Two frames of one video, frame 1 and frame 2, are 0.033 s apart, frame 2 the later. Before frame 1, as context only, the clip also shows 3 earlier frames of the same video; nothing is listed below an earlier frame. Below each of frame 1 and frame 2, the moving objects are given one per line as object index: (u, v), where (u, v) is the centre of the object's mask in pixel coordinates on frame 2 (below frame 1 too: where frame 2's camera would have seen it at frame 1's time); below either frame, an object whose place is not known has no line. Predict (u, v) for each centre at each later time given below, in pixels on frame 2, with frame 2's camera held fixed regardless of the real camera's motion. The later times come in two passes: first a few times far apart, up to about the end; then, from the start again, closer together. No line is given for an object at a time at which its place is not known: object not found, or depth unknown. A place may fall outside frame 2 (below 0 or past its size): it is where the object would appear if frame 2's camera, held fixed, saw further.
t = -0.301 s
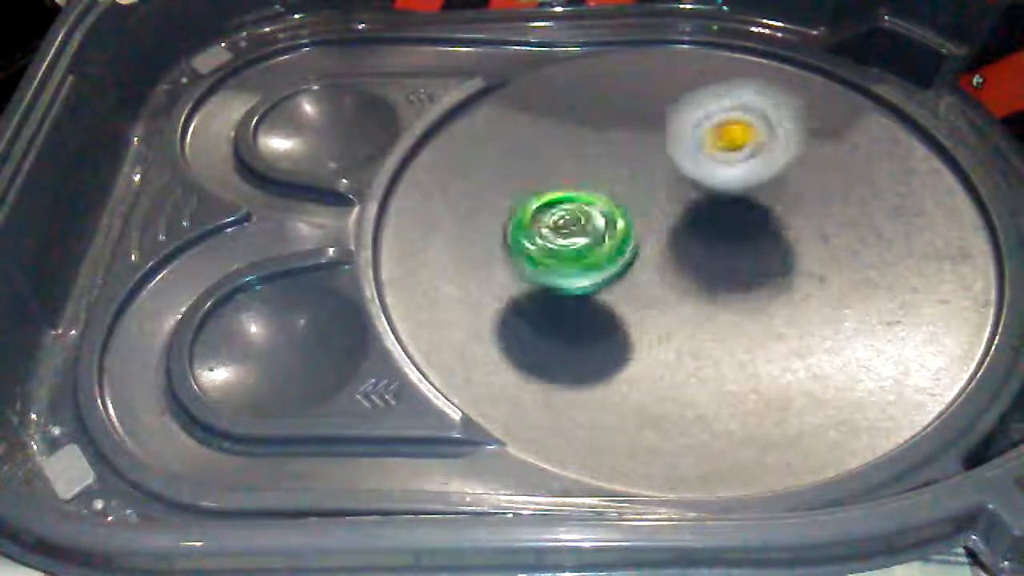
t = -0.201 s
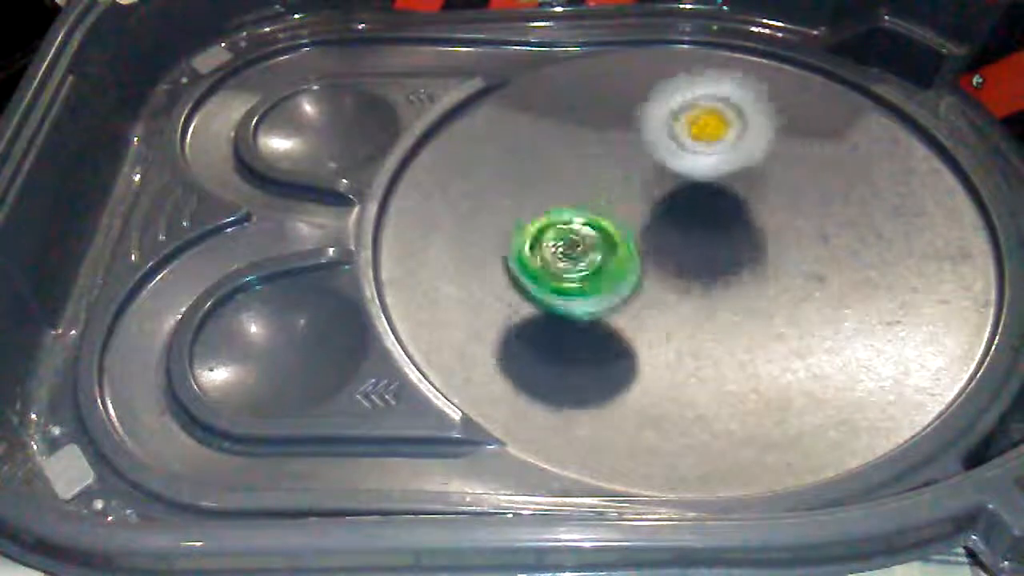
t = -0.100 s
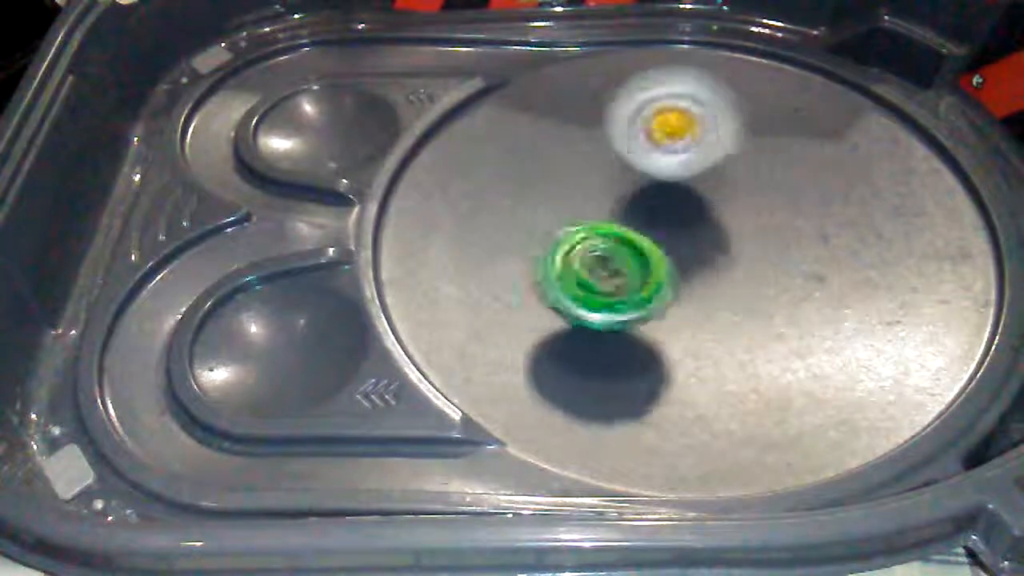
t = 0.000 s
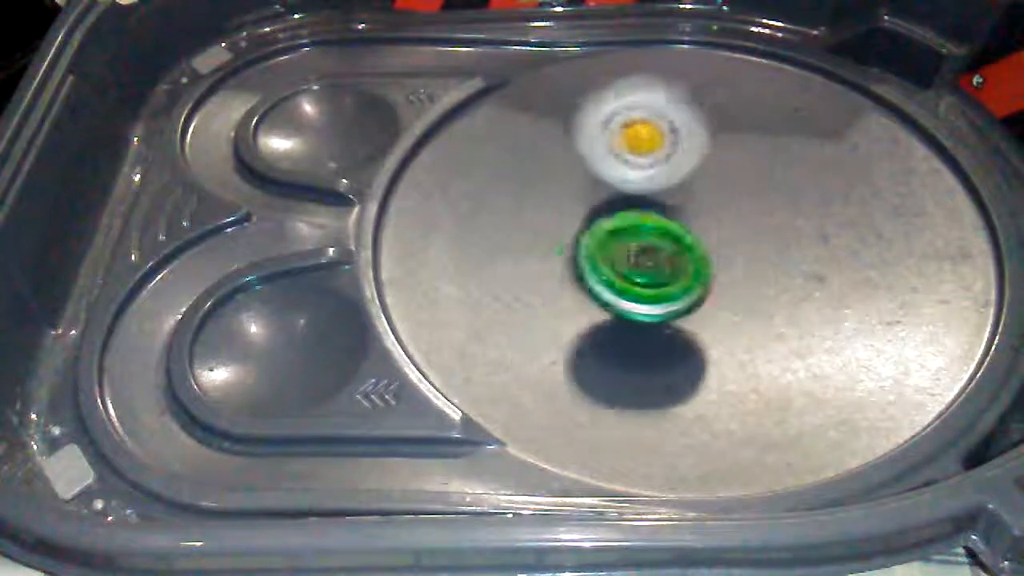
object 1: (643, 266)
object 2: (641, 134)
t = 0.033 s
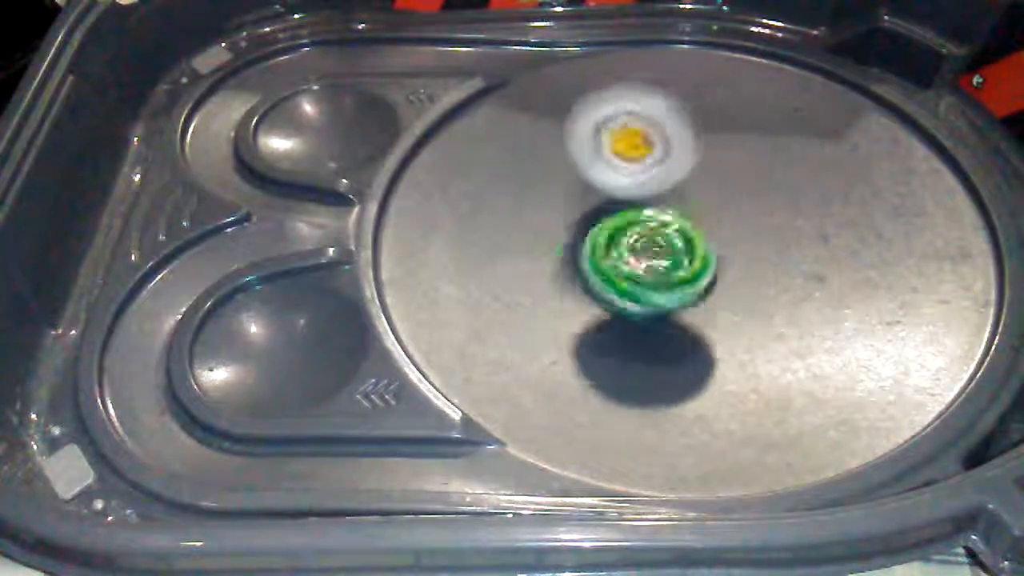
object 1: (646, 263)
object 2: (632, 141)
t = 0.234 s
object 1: (709, 236)
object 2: (585, 173)
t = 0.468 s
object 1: (724, 202)
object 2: (587, 241)
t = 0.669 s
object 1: (698, 201)
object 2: (606, 261)
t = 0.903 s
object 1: (680, 183)
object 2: (689, 317)
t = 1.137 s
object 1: (672, 212)
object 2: (696, 335)
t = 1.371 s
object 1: (664, 228)
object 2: (695, 325)
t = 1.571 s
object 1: (643, 243)
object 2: (695, 326)
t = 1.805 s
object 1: (642, 244)
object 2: (695, 326)
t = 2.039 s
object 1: (642, 244)
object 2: (695, 326)
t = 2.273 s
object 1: (643, 243)
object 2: (695, 326)
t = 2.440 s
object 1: (643, 243)
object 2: (695, 326)
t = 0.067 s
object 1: (661, 254)
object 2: (621, 147)
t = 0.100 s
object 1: (671, 252)
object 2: (605, 152)
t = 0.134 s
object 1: (676, 251)
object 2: (586, 158)
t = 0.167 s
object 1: (692, 247)
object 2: (582, 167)
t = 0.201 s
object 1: (700, 243)
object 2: (585, 172)
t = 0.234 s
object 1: (709, 236)
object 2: (585, 173)
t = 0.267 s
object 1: (710, 231)
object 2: (580, 177)
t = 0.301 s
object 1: (714, 223)
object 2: (576, 180)
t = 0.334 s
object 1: (714, 218)
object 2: (576, 187)
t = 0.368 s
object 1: (721, 212)
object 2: (575, 202)
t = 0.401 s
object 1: (725, 209)
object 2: (573, 217)
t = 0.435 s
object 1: (727, 207)
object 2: (579, 232)
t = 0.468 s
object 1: (724, 202)
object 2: (587, 241)
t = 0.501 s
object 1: (725, 199)
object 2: (587, 242)
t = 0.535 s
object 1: (721, 197)
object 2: (585, 249)
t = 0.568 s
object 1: (718, 195)
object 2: (587, 253)
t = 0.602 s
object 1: (710, 199)
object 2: (589, 256)
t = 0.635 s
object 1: (702, 200)
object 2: (596, 258)
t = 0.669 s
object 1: (698, 201)
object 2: (606, 261)
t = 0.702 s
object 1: (692, 202)
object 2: (622, 267)
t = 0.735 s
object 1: (687, 200)
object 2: (640, 279)
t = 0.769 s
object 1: (682, 198)
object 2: (658, 289)
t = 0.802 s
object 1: (683, 196)
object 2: (668, 300)
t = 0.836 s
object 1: (685, 193)
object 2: (677, 306)
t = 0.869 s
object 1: (682, 188)
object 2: (684, 311)
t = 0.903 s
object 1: (680, 183)
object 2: (689, 317)
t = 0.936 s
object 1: (683, 178)
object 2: (693, 324)
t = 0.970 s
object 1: (687, 182)
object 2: (695, 329)
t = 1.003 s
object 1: (689, 189)
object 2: (696, 333)
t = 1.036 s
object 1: (687, 196)
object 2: (695, 336)
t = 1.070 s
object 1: (684, 204)
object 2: (695, 338)
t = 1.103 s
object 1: (677, 209)
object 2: (695, 337)
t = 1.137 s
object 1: (672, 212)
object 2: (696, 335)
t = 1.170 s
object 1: (669, 215)
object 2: (696, 331)
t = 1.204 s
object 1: (669, 218)
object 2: (695, 327)
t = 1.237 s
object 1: (668, 222)
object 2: (695, 325)
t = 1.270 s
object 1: (669, 222)
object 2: (695, 325)
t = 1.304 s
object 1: (669, 223)
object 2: (695, 325)
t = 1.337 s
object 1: (667, 225)
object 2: (695, 324)
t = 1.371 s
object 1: (664, 228)
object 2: (695, 325)
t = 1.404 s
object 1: (659, 230)
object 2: (695, 324)
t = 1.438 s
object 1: (653, 235)
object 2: (695, 325)
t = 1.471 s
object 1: (648, 238)
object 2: (696, 327)
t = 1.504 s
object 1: (645, 242)
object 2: (695, 327)
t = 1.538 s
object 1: (643, 243)
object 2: (695, 326)
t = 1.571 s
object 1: (643, 243)
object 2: (695, 326)
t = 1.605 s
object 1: (643, 243)
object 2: (695, 326)
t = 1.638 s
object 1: (643, 243)
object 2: (695, 326)
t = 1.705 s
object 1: (643, 243)
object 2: (695, 326)
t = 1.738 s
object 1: (643, 244)
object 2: (695, 326)
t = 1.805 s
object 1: (642, 244)
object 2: (695, 326)
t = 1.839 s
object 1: (642, 244)
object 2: (695, 326)
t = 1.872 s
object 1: (642, 244)
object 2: (695, 326)
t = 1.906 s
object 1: (642, 244)
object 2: (695, 326)
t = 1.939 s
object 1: (642, 244)
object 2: (695, 326)
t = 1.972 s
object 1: (642, 244)
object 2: (695, 326)
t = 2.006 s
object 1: (643, 244)
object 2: (695, 326)
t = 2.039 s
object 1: (642, 244)
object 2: (695, 326)
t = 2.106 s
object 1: (642, 244)
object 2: (695, 326)
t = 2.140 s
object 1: (642, 244)
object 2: (695, 326)
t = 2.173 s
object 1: (642, 244)
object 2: (695, 326)
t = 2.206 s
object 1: (642, 244)
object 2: (695, 326)
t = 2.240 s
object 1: (643, 243)
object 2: (695, 326)
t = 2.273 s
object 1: (643, 243)
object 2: (695, 326)
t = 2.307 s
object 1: (643, 243)
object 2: (695, 326)
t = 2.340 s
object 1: (643, 244)
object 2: (695, 326)
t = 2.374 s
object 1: (643, 244)
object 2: (695, 326)
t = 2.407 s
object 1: (643, 244)
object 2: (695, 326)
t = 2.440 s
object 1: (643, 243)
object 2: (695, 326)
